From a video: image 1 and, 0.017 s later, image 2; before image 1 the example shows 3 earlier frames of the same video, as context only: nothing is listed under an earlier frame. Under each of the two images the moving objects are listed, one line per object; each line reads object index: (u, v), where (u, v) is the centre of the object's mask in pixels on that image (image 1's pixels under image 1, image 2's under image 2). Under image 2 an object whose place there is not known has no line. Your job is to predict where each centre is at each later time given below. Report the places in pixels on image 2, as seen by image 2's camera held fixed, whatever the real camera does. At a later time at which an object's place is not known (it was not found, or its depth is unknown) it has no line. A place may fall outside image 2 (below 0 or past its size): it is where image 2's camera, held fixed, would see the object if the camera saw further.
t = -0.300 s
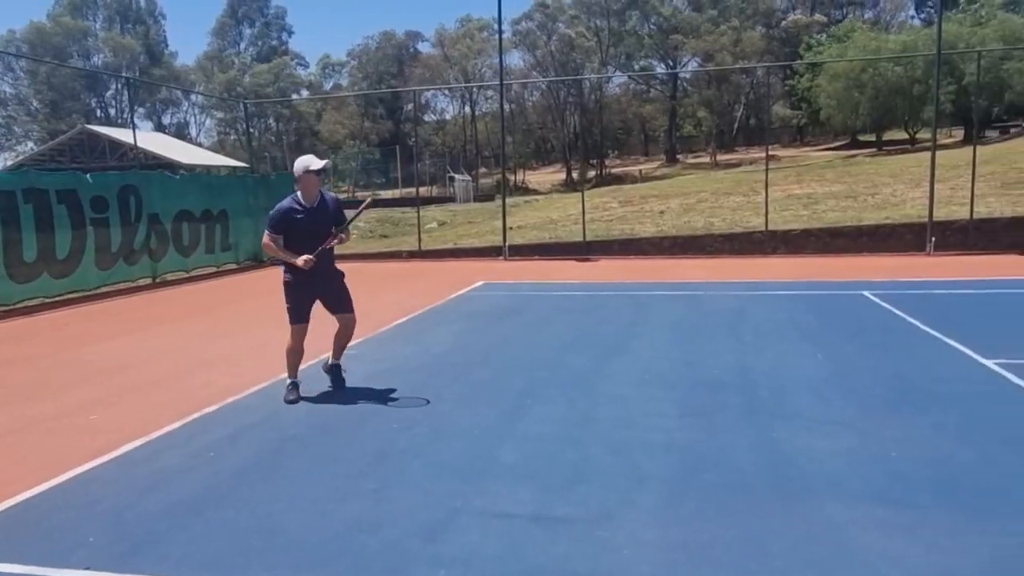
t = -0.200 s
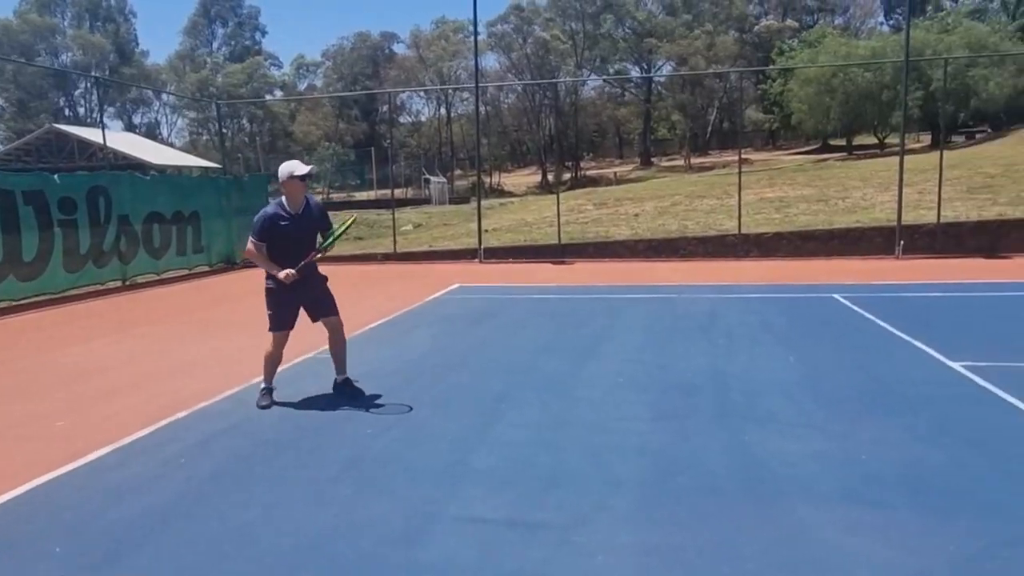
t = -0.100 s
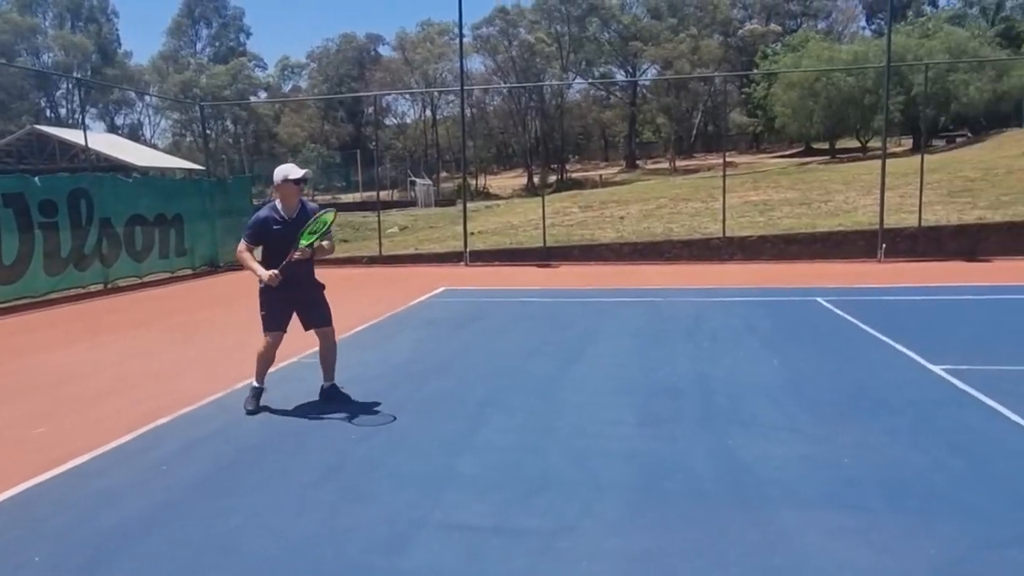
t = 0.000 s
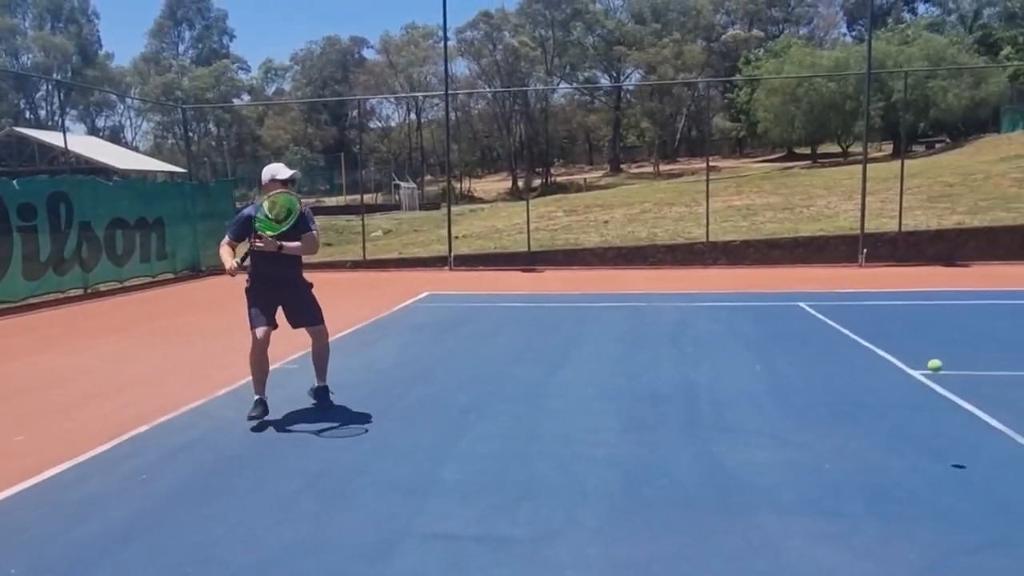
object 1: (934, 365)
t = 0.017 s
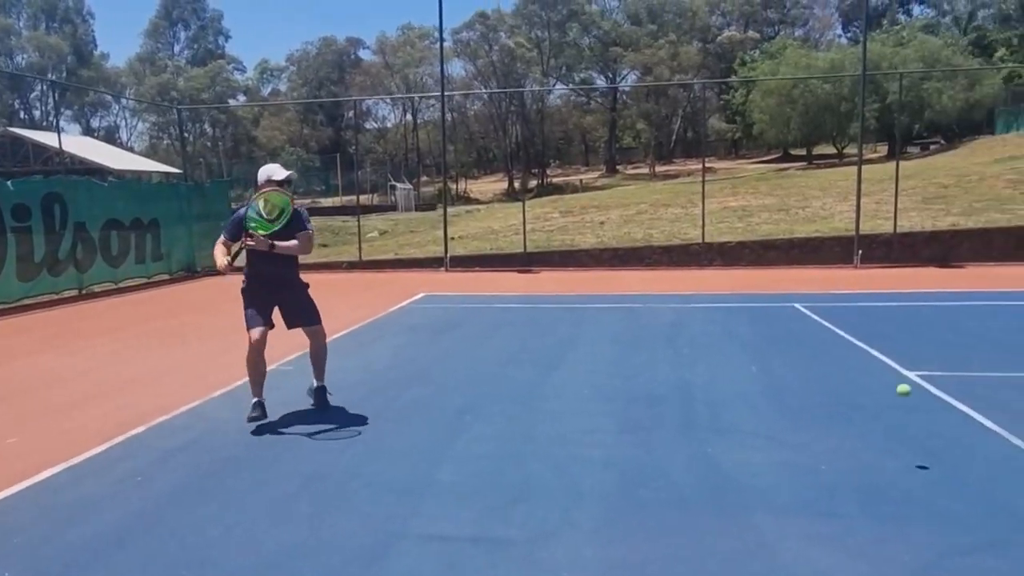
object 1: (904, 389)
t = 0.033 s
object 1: (878, 412)
